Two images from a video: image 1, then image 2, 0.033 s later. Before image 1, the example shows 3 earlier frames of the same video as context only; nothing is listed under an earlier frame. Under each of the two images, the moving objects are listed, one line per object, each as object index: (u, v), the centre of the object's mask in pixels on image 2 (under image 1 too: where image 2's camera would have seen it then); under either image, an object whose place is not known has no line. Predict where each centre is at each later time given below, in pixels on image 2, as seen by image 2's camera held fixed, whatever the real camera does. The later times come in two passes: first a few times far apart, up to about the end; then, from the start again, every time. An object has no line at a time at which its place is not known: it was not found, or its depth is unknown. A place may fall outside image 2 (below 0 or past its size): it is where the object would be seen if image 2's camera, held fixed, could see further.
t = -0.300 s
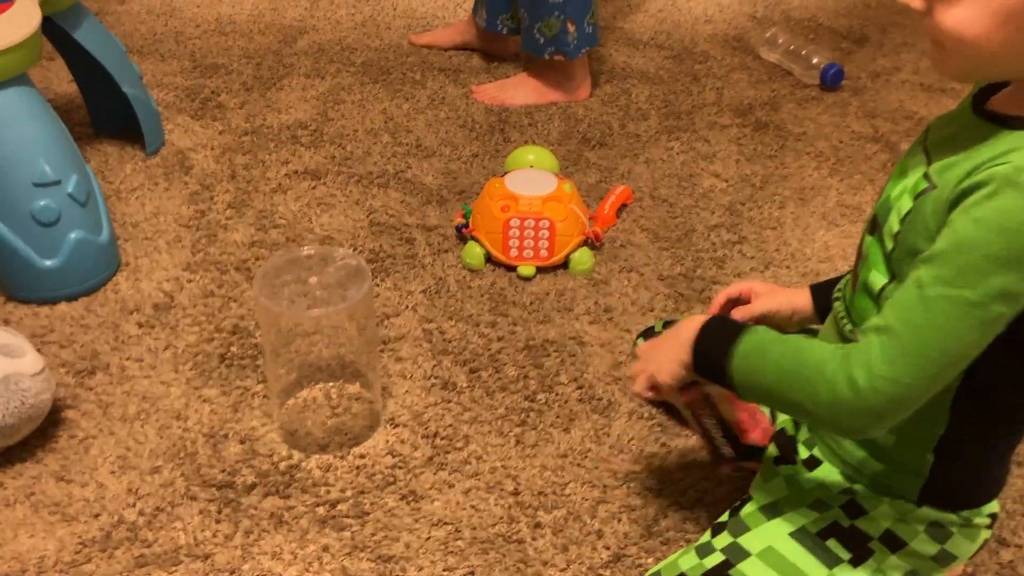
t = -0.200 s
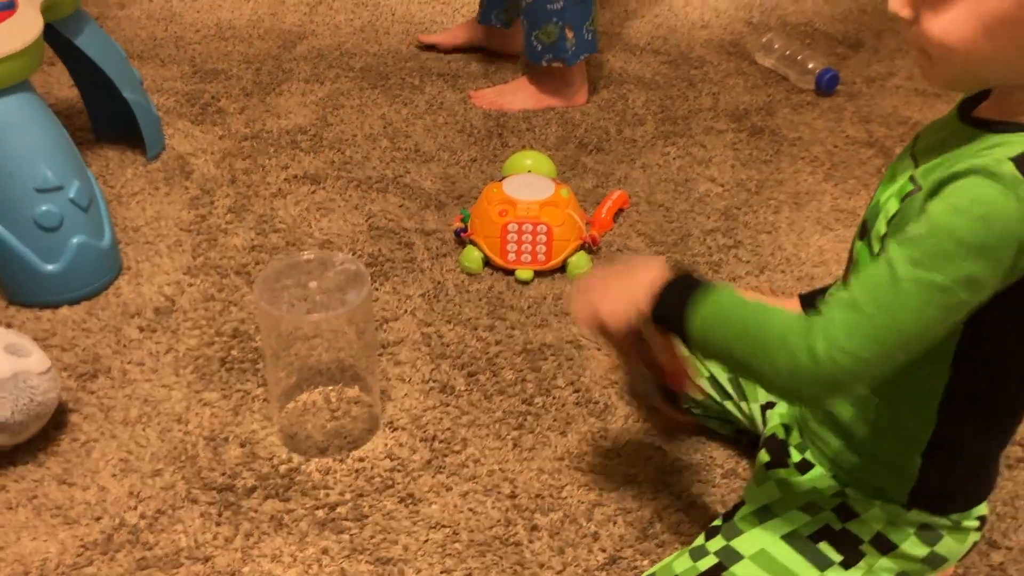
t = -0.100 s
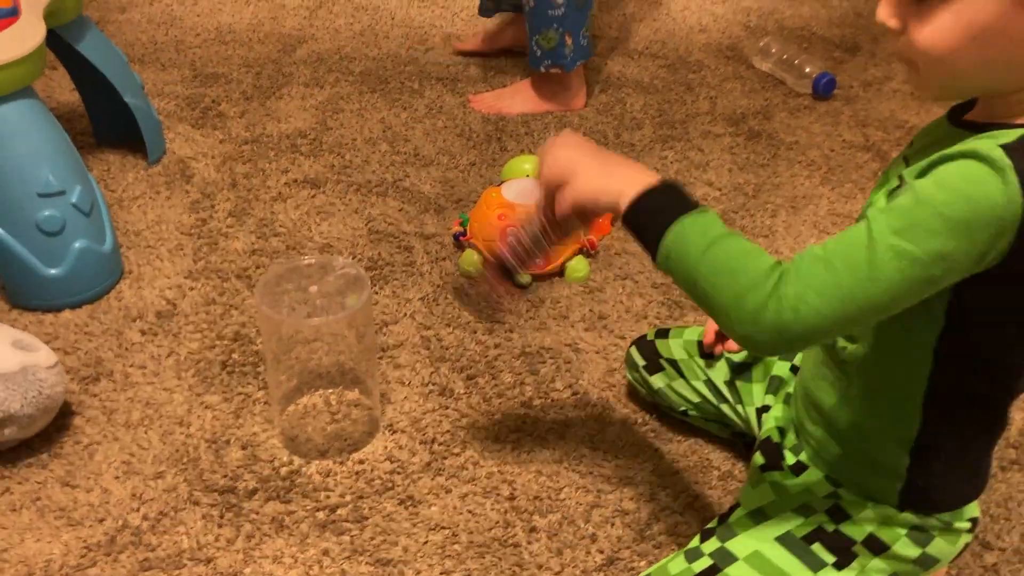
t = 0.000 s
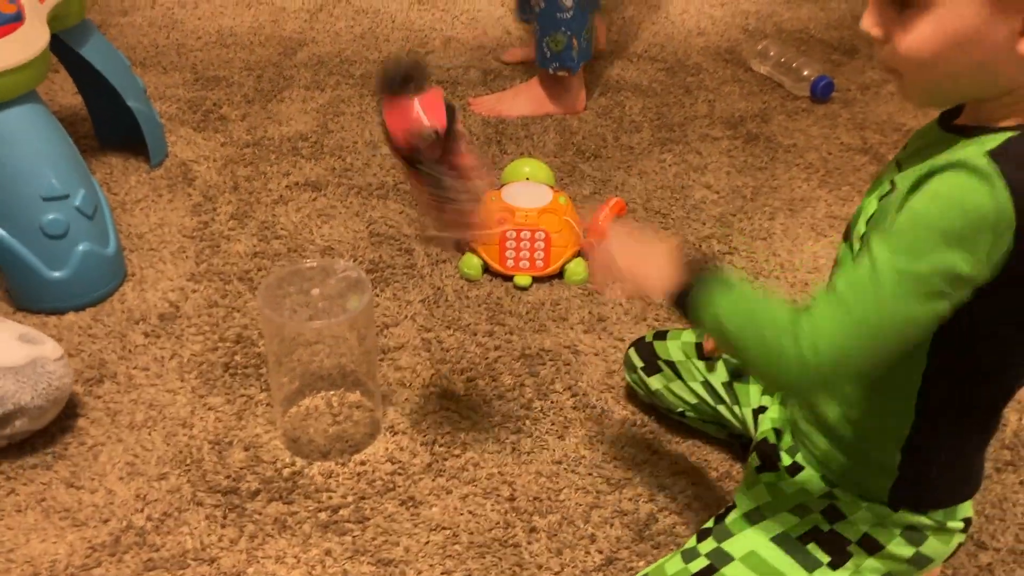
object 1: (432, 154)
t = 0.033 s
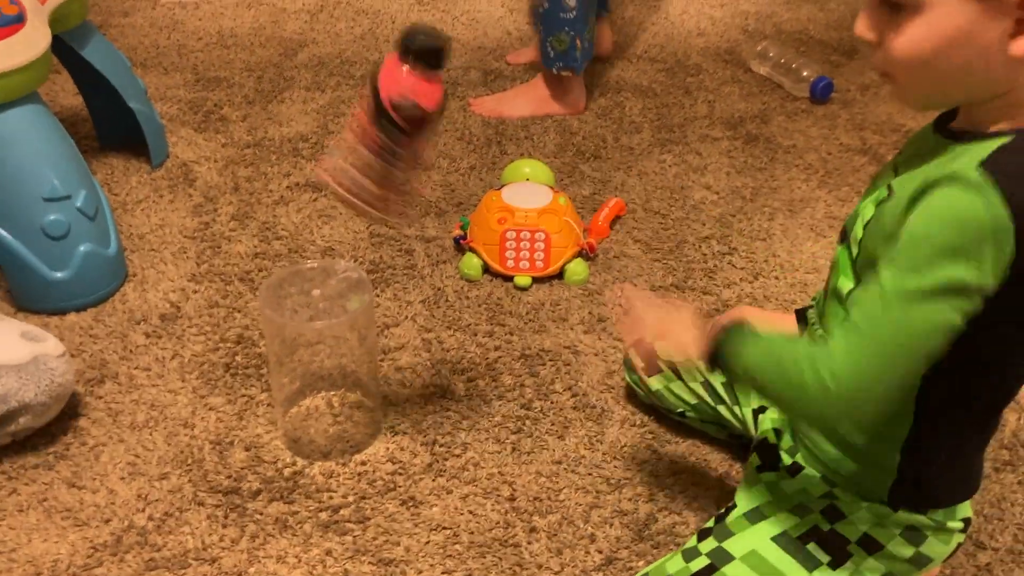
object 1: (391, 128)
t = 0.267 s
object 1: (290, 200)
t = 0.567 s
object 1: (227, 195)
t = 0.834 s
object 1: (190, 346)
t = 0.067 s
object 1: (361, 95)
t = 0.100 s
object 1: (346, 79)
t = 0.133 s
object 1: (332, 81)
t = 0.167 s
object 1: (321, 99)
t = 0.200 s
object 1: (308, 123)
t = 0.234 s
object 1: (298, 158)
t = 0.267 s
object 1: (290, 200)
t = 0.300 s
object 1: (281, 198)
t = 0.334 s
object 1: (276, 196)
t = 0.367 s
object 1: (268, 194)
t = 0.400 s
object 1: (258, 192)
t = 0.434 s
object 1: (253, 191)
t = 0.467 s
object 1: (248, 190)
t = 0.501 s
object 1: (242, 189)
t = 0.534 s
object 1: (235, 191)
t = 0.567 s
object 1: (227, 195)
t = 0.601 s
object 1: (215, 198)
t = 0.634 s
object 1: (203, 209)
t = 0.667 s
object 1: (193, 227)
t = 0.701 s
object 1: (185, 256)
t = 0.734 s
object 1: (183, 294)
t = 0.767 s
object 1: (190, 338)
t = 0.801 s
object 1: (190, 352)
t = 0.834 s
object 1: (190, 346)
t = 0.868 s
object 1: (187, 344)
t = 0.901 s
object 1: (184, 348)
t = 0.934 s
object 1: (181, 350)
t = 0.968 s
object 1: (180, 350)
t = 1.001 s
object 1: (180, 351)
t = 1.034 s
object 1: (179, 350)
